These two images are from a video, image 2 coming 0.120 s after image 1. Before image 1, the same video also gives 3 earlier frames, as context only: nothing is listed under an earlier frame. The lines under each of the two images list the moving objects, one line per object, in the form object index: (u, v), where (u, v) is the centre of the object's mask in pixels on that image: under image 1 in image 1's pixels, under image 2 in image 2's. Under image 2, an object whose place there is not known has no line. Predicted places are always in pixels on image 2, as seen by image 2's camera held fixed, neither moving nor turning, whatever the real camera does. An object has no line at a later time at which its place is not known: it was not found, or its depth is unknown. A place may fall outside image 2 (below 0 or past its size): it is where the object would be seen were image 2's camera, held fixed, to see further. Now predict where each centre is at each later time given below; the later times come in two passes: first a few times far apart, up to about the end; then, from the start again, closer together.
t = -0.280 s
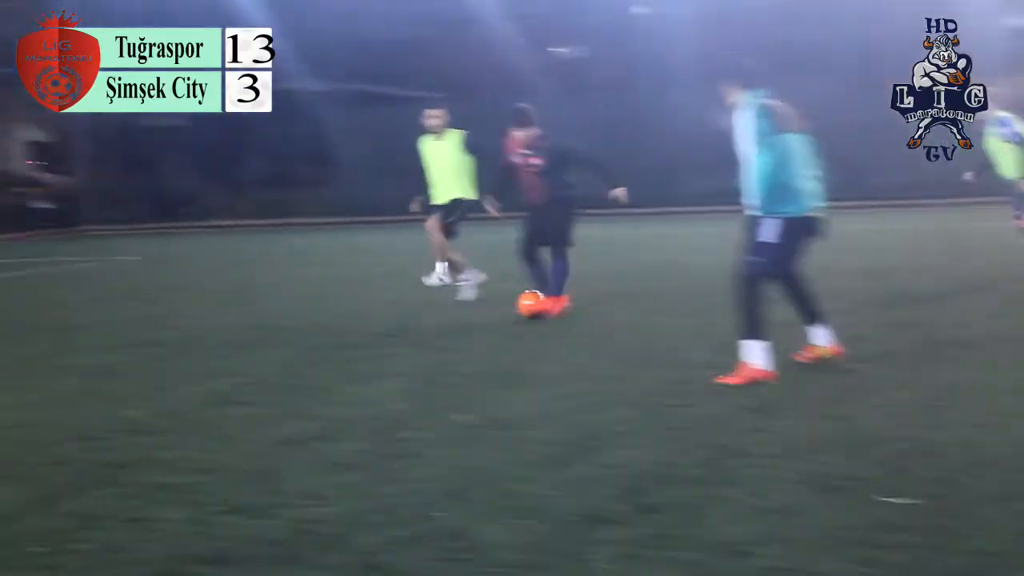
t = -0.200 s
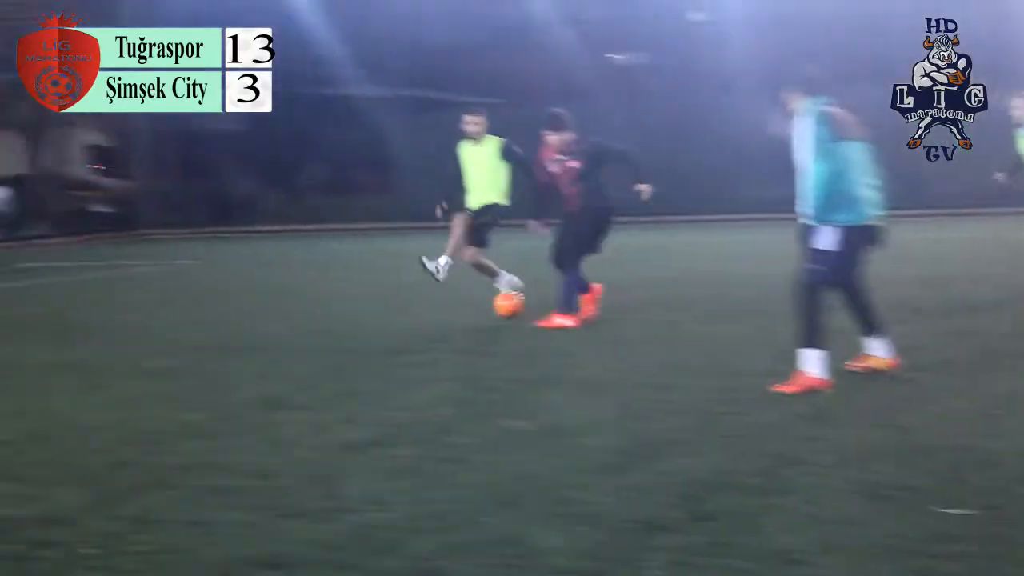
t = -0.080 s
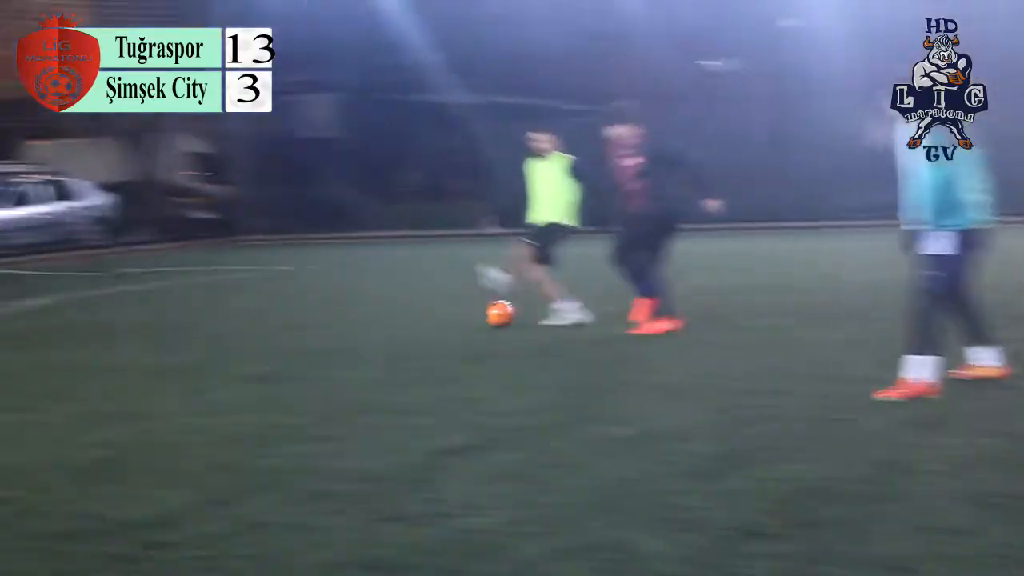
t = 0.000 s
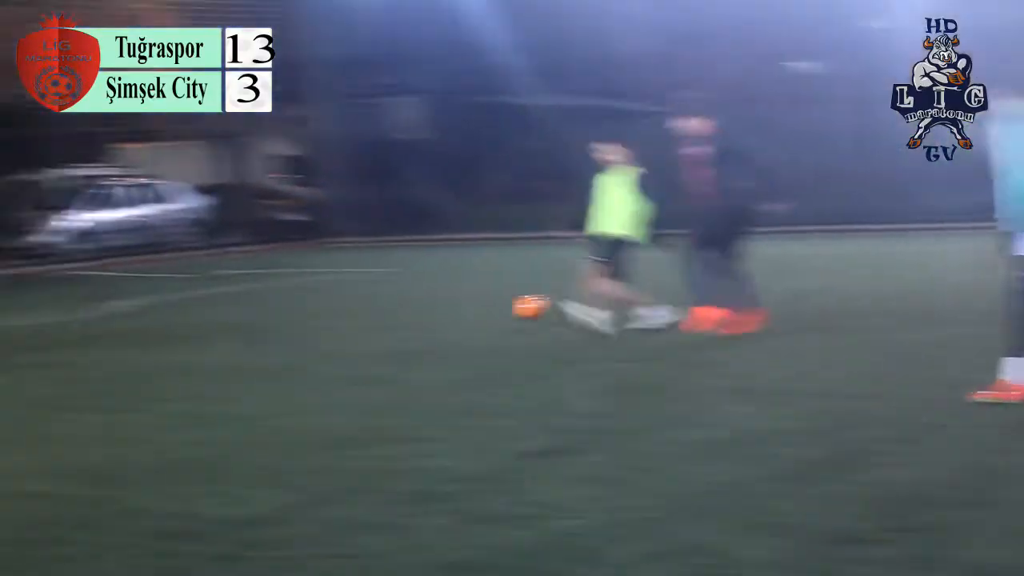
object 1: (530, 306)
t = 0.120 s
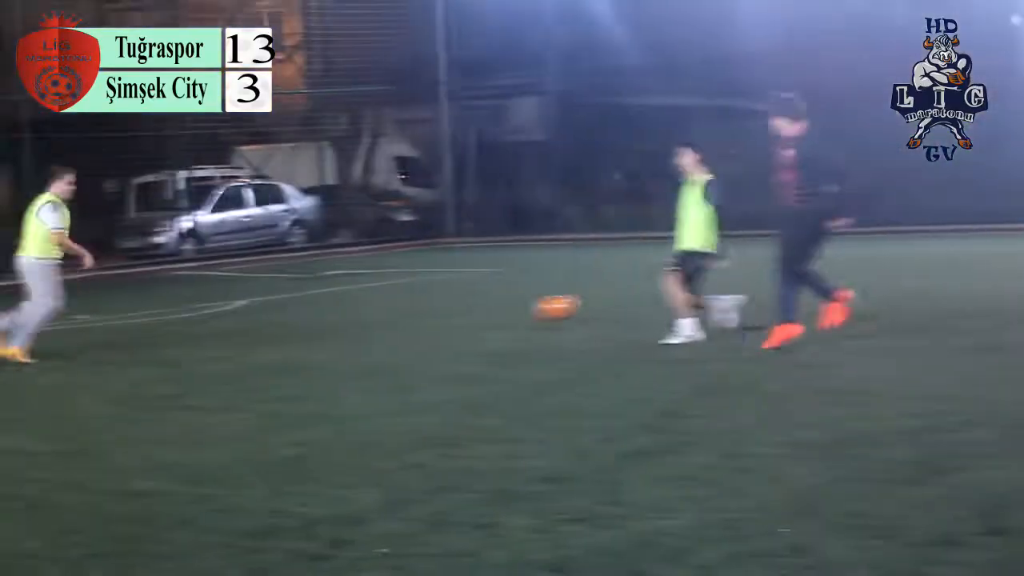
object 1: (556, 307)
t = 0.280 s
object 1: (475, 302)
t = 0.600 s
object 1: (360, 302)
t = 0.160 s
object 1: (534, 310)
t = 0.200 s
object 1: (510, 306)
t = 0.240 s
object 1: (493, 303)
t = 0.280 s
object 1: (475, 302)
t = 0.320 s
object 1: (458, 302)
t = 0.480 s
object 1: (399, 302)
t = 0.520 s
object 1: (386, 300)
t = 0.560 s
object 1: (373, 301)
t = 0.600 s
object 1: (360, 302)
